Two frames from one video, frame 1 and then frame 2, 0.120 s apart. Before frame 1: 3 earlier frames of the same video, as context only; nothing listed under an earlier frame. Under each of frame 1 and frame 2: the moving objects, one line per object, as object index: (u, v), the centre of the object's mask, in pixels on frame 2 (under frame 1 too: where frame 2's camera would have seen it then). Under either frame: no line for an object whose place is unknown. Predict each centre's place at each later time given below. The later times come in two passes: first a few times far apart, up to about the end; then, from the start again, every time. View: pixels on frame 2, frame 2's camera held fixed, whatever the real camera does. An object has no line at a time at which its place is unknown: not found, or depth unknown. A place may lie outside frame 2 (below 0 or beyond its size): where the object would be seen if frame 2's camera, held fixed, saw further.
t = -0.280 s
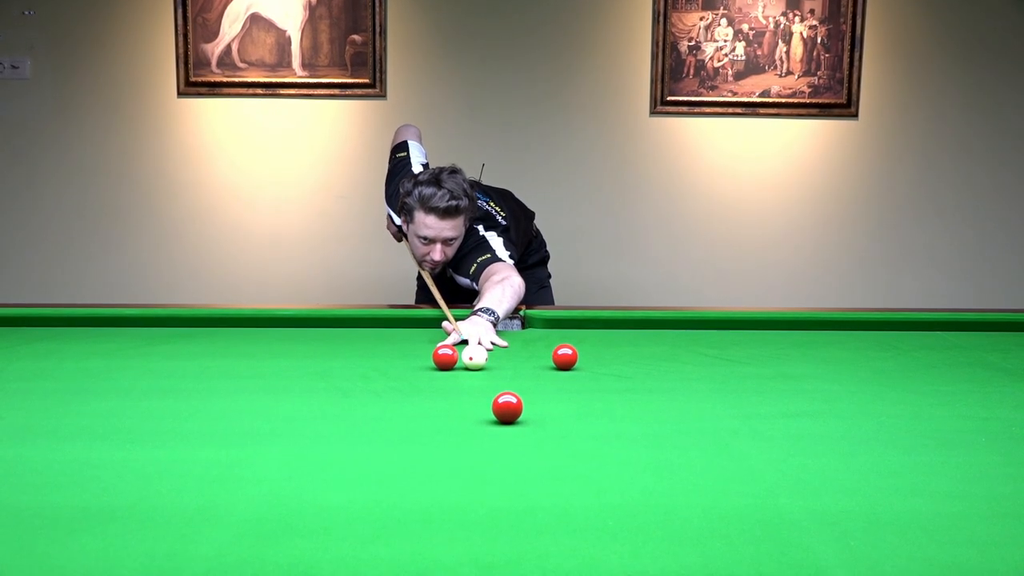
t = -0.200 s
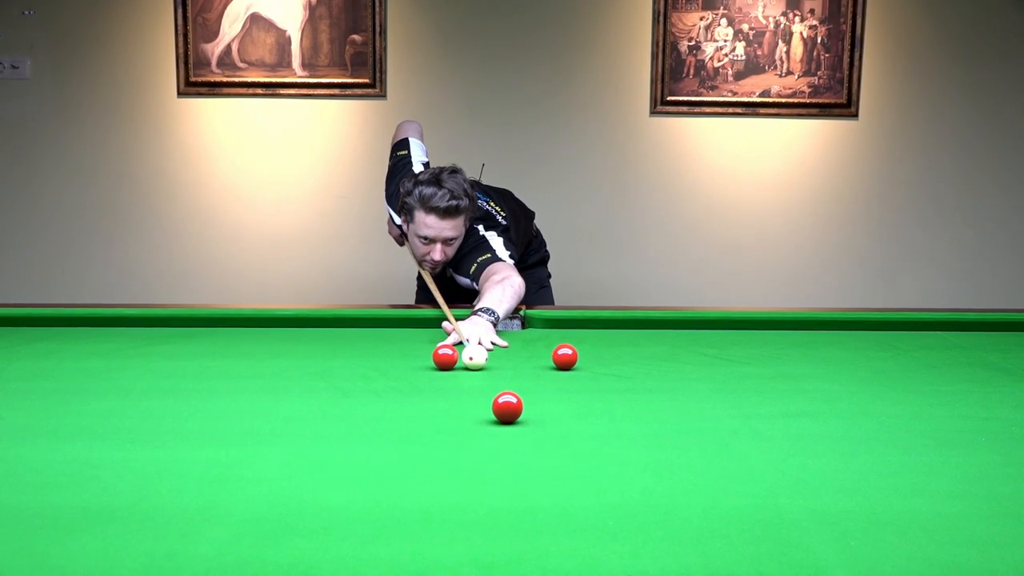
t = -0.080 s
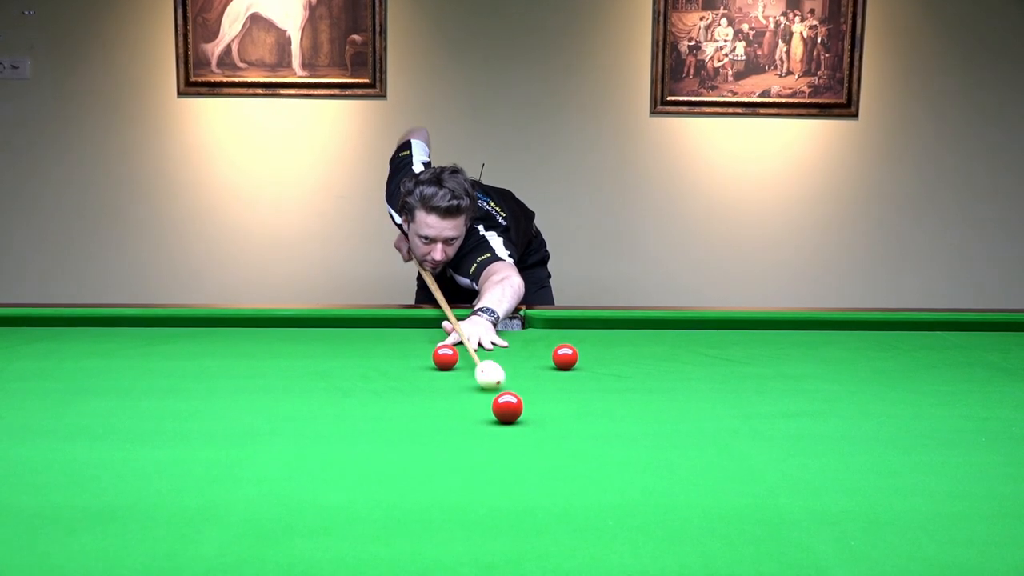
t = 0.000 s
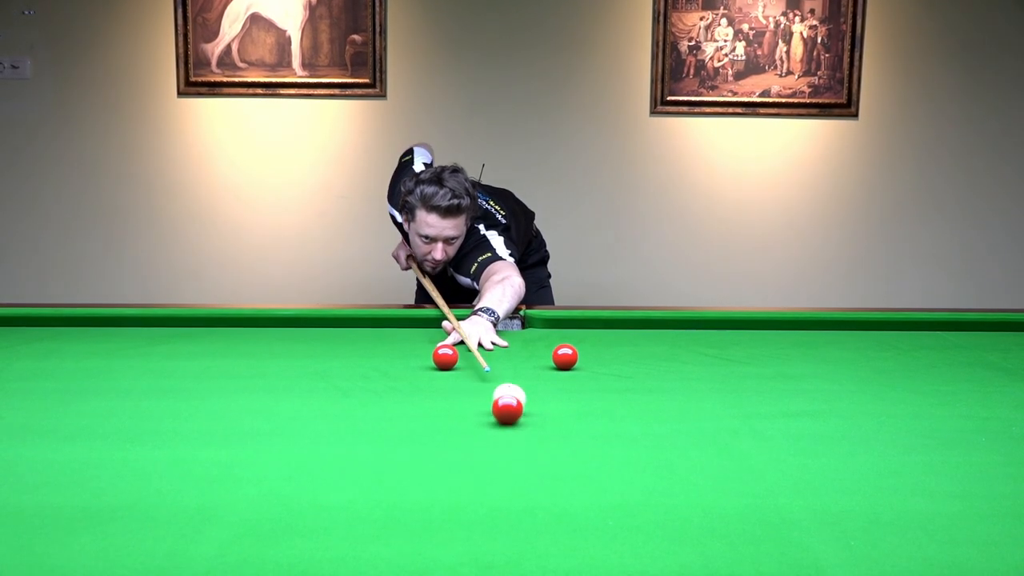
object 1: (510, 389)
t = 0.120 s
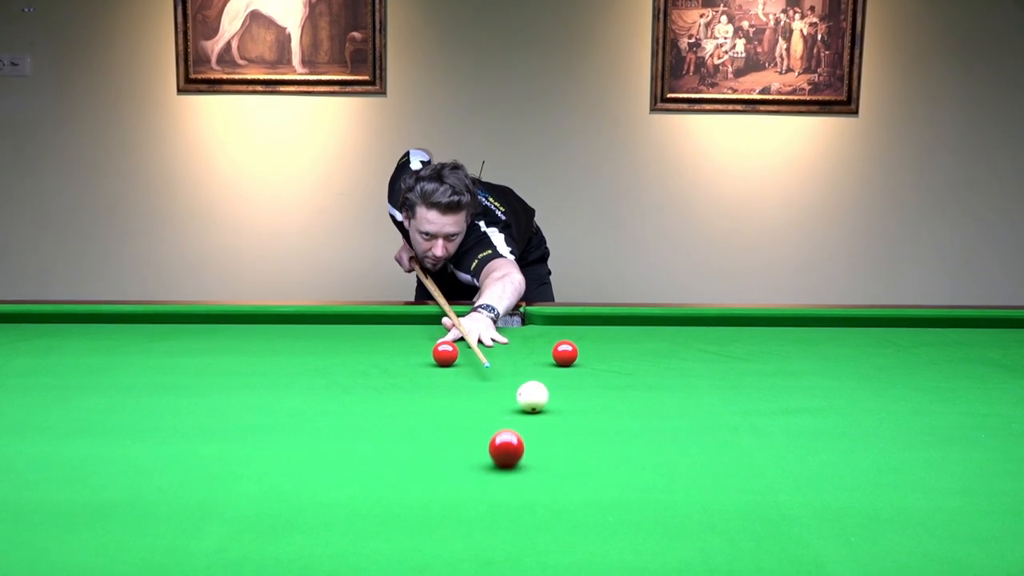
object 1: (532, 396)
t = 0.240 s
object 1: (552, 397)
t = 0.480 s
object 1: (591, 397)
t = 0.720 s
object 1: (626, 398)
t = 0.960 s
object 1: (657, 398)
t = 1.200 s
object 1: (686, 399)
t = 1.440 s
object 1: (711, 400)
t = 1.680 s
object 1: (733, 400)
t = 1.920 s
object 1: (752, 401)
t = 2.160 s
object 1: (769, 401)
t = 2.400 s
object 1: (783, 401)
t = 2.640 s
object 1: (793, 401)
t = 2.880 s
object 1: (800, 401)
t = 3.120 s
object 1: (804, 401)
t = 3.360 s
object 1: (804, 401)
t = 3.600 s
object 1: (804, 401)
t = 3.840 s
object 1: (804, 401)
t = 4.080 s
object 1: (804, 401)
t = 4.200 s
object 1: (804, 401)
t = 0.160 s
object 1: (539, 396)
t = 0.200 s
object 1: (546, 397)
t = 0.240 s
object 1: (552, 397)
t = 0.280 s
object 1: (559, 397)
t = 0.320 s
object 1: (565, 397)
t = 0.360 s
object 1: (572, 397)
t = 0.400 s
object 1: (578, 397)
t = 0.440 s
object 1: (584, 397)
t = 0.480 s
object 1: (591, 397)
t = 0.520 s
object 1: (597, 397)
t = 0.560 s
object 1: (603, 398)
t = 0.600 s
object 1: (609, 398)
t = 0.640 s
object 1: (614, 398)
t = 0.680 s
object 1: (620, 398)
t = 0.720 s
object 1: (626, 398)
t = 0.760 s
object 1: (631, 398)
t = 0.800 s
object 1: (636, 398)
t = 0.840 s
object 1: (642, 398)
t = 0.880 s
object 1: (647, 398)
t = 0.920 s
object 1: (652, 398)
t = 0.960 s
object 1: (657, 398)
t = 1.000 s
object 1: (662, 399)
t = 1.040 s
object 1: (667, 399)
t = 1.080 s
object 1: (672, 399)
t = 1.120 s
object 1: (677, 399)
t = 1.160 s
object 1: (681, 399)
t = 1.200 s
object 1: (686, 399)
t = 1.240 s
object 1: (690, 399)
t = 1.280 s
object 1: (695, 399)
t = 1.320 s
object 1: (699, 399)
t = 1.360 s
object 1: (703, 399)
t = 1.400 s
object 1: (707, 400)
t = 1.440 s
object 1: (711, 400)
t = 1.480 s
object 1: (715, 400)
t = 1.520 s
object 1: (719, 400)
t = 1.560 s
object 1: (723, 400)
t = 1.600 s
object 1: (726, 400)
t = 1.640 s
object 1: (730, 400)
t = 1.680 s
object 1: (733, 400)
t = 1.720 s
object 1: (737, 400)
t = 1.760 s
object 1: (740, 400)
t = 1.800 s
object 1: (743, 401)
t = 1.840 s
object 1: (746, 401)
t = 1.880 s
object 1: (749, 401)
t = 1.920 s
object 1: (752, 401)
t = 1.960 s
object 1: (755, 401)
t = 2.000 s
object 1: (758, 401)
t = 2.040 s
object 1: (761, 401)
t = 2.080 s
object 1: (764, 401)
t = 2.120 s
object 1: (766, 401)
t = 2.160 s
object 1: (769, 401)
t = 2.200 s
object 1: (772, 401)
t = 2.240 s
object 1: (774, 401)
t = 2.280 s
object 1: (776, 401)
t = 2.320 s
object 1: (779, 401)
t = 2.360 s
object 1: (781, 401)
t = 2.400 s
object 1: (783, 401)
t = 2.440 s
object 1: (785, 401)
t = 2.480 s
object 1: (787, 401)
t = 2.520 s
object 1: (788, 401)
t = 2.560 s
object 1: (790, 401)
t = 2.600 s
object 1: (792, 401)
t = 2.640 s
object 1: (793, 401)
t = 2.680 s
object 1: (794, 401)
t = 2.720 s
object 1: (795, 401)
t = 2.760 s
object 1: (796, 401)
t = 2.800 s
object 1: (798, 401)
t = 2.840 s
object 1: (799, 401)
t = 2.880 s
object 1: (800, 401)
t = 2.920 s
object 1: (800, 401)
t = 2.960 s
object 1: (801, 401)
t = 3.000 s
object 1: (803, 401)
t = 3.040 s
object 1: (803, 401)
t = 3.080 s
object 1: (803, 401)
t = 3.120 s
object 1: (804, 401)
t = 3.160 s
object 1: (804, 401)
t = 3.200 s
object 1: (804, 401)
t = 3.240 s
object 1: (804, 401)
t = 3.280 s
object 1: (804, 401)
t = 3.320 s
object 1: (804, 401)
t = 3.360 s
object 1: (804, 401)
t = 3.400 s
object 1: (804, 401)
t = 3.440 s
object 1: (804, 401)
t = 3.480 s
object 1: (804, 401)
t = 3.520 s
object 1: (804, 401)
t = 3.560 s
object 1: (804, 401)
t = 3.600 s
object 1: (804, 401)
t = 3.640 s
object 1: (804, 401)
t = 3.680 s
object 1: (804, 401)
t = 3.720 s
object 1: (804, 401)
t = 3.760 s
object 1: (804, 401)
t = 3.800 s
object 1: (804, 401)
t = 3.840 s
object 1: (804, 401)
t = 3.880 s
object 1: (804, 401)
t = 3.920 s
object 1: (804, 401)
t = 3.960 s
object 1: (804, 401)
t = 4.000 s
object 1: (804, 401)
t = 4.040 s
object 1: (804, 401)
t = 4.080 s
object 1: (804, 401)
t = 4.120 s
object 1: (804, 401)
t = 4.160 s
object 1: (804, 401)
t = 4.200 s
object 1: (804, 401)
